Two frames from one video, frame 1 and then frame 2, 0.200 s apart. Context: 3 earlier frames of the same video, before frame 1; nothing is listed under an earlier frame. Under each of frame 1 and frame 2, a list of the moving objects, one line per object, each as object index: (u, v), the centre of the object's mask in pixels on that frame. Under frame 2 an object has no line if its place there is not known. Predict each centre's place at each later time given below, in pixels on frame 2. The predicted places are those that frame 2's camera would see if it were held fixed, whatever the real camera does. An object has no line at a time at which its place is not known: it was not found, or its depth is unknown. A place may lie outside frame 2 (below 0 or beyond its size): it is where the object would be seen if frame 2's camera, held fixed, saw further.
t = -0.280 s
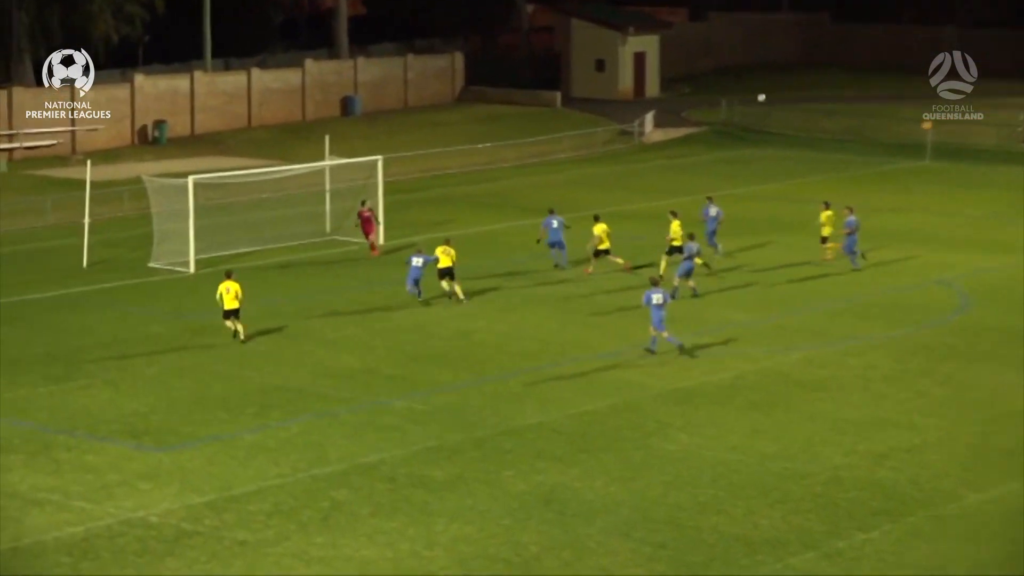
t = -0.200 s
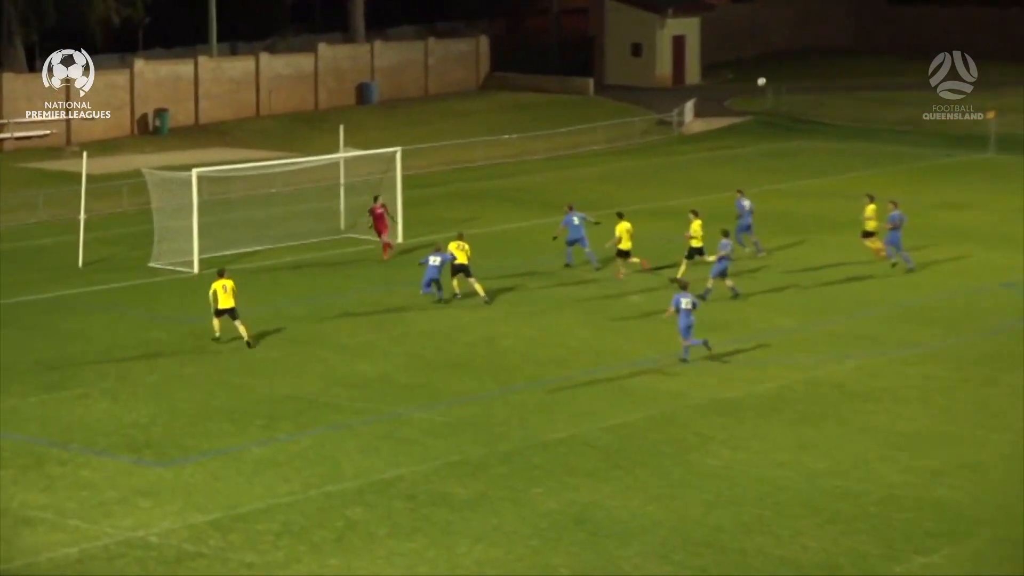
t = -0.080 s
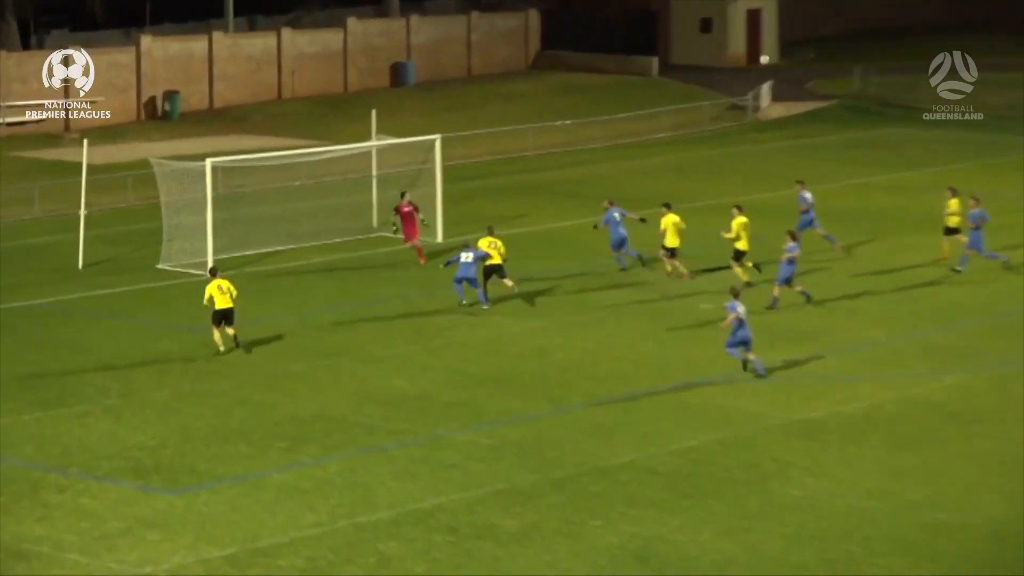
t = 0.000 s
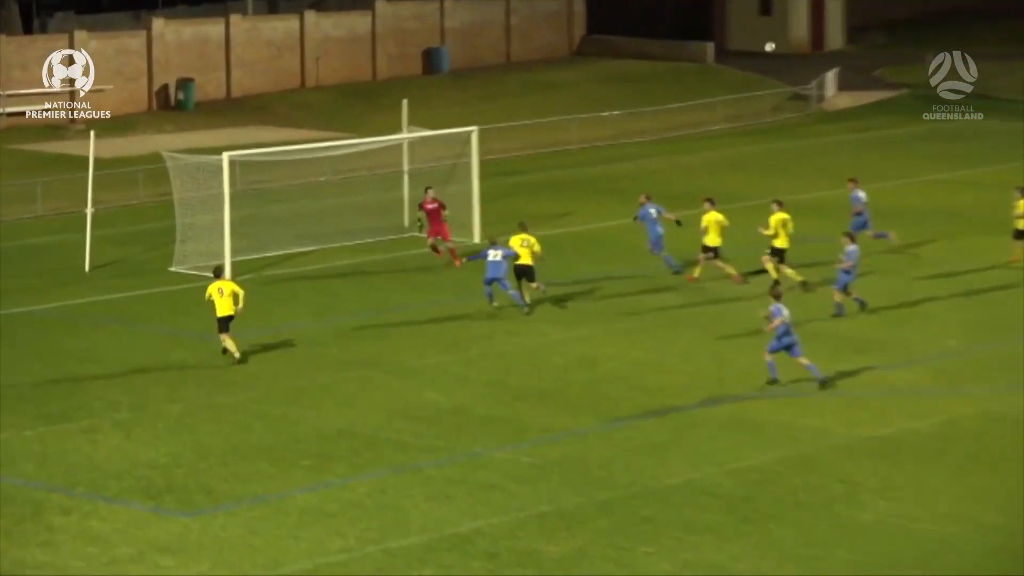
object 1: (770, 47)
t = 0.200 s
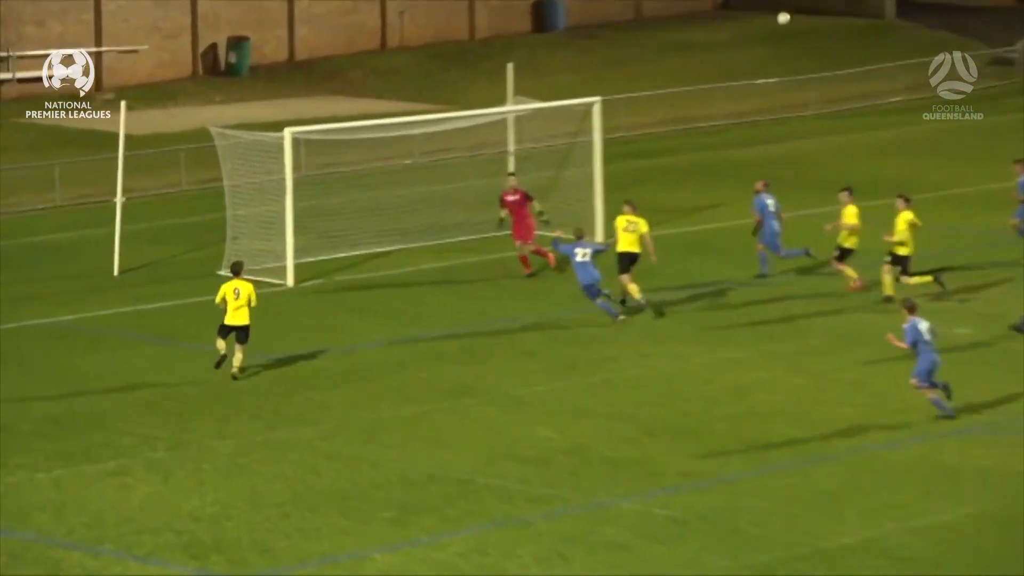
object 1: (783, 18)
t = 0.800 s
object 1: (257, 195)
